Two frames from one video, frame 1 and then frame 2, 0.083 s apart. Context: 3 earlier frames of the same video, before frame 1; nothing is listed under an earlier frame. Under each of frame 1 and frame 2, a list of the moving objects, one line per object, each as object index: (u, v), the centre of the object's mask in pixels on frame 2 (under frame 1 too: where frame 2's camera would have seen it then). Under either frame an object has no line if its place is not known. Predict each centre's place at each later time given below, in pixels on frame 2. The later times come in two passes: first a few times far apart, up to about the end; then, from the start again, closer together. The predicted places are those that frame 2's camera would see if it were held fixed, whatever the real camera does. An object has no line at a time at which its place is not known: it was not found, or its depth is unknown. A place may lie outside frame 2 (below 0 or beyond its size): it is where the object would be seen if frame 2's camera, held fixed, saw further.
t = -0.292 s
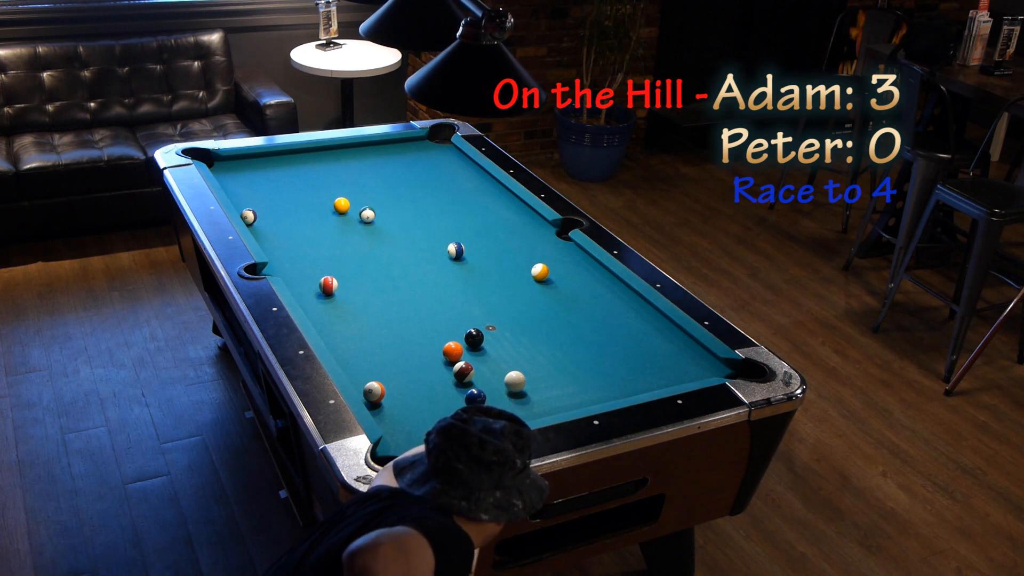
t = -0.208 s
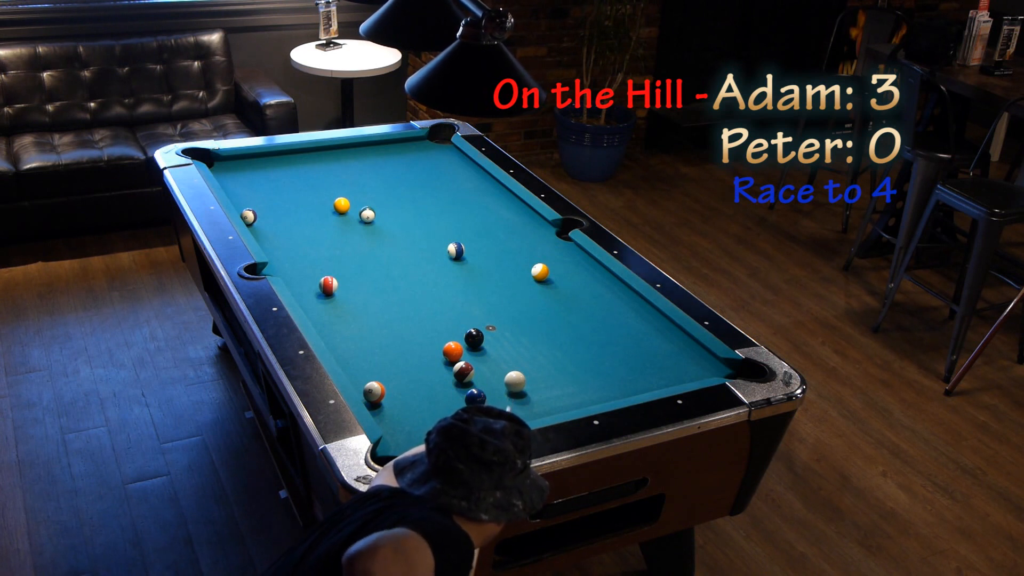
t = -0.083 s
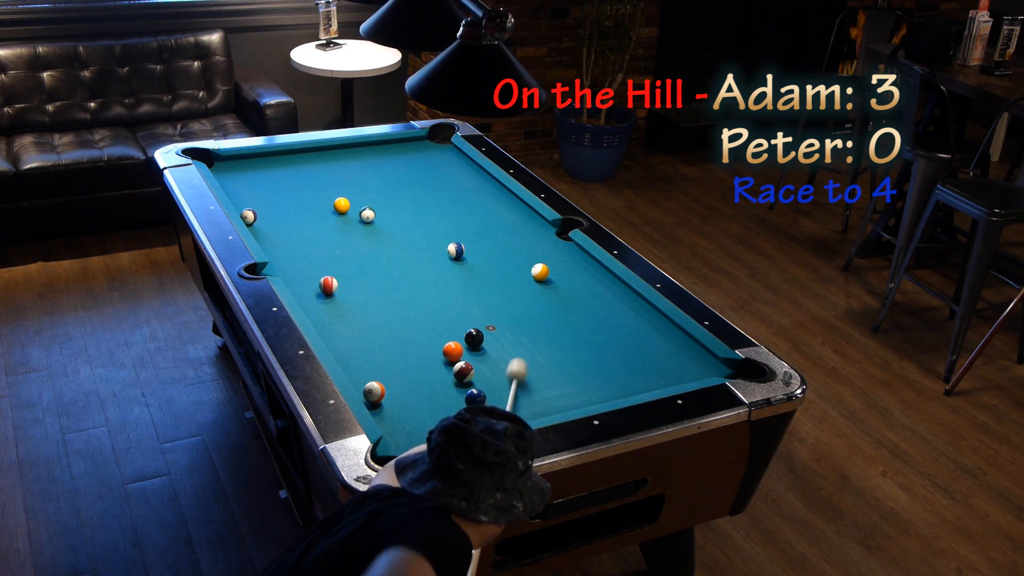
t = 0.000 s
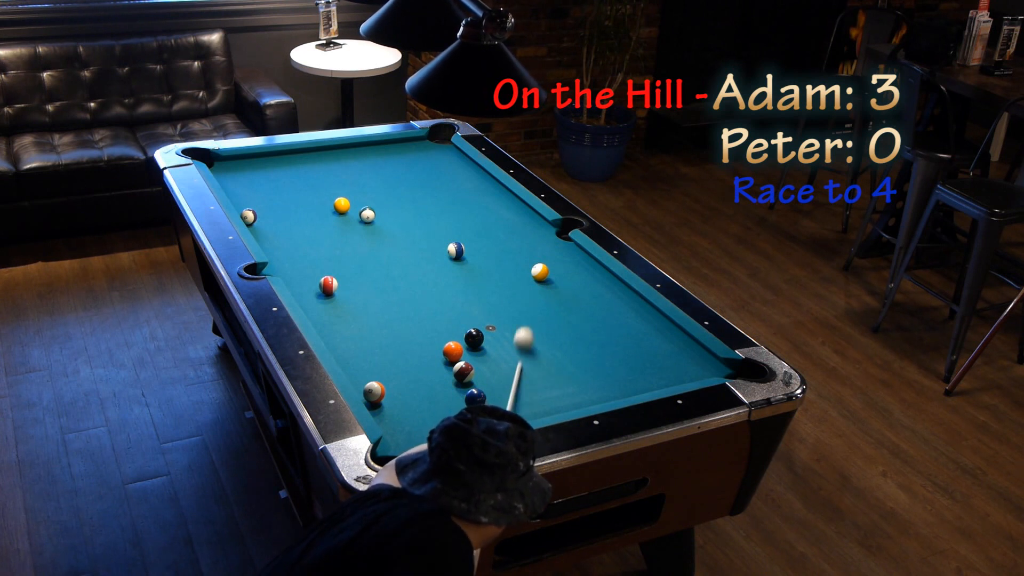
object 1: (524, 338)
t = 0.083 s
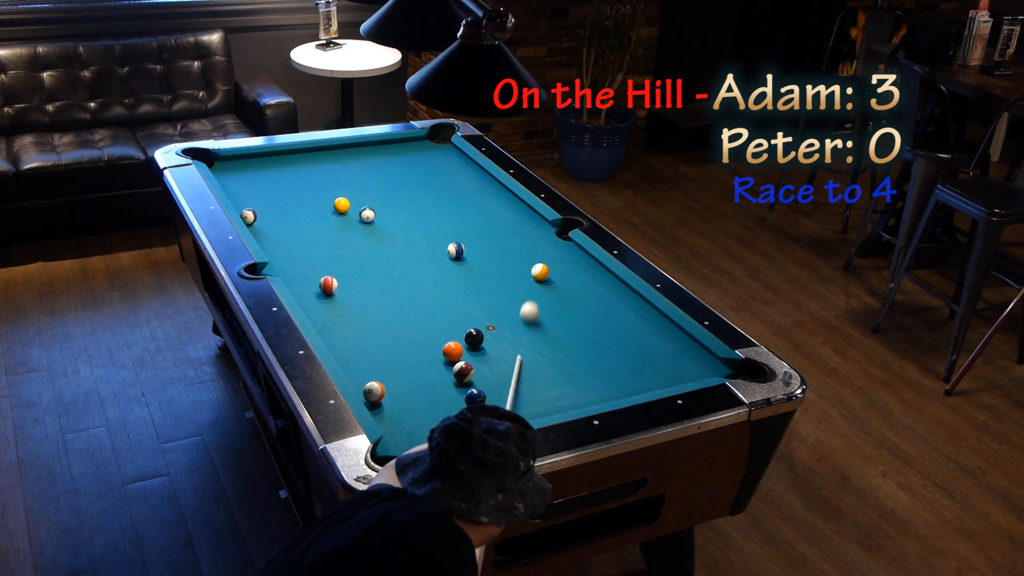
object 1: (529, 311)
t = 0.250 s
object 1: (535, 279)
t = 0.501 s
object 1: (529, 270)
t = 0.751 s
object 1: (524, 261)
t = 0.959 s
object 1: (520, 254)
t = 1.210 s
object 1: (516, 247)
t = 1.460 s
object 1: (513, 240)
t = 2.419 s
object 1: (504, 224)
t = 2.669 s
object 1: (503, 221)
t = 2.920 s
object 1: (501, 219)
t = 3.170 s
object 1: (501, 218)
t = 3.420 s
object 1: (501, 217)
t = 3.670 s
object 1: (501, 217)
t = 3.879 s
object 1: (501, 217)
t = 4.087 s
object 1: (501, 218)
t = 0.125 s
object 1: (532, 300)
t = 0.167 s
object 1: (534, 290)
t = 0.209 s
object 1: (536, 281)
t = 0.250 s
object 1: (535, 279)
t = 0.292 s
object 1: (534, 278)
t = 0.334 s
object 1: (533, 277)
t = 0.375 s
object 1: (532, 275)
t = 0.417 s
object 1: (531, 273)
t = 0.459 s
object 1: (530, 272)
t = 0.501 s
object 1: (529, 270)
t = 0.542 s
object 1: (528, 268)
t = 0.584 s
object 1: (527, 267)
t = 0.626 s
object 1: (526, 265)
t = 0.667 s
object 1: (525, 264)
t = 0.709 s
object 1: (525, 263)
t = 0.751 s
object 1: (524, 261)
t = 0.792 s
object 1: (523, 260)
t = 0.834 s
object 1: (522, 258)
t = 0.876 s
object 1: (522, 257)
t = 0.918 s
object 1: (521, 256)
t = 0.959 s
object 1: (520, 254)
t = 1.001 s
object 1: (520, 253)
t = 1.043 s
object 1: (519, 252)
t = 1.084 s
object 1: (518, 251)
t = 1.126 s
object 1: (518, 249)
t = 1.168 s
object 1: (517, 248)
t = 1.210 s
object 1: (516, 247)
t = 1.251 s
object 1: (516, 246)
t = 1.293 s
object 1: (515, 245)
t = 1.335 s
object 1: (515, 244)
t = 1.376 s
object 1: (514, 243)
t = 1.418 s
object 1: (514, 242)
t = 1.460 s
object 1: (513, 240)
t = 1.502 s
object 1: (514, 237)
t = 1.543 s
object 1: (515, 234)
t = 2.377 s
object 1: (503, 223)
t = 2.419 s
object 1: (504, 224)
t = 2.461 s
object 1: (504, 223)
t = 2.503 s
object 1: (503, 223)
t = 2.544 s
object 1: (503, 222)
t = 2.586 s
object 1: (503, 222)
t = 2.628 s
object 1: (503, 221)
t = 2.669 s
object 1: (503, 221)
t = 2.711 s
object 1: (502, 220)
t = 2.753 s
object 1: (502, 220)
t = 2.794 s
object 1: (502, 220)
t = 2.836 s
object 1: (502, 219)
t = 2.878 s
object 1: (502, 219)
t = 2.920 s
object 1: (501, 219)
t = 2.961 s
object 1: (501, 219)
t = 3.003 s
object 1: (501, 218)
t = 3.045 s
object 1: (501, 218)
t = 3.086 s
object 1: (501, 218)
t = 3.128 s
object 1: (501, 218)
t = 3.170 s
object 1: (501, 218)
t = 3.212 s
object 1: (501, 218)
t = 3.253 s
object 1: (501, 218)
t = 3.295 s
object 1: (501, 217)
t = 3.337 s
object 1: (501, 217)
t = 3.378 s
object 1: (501, 217)
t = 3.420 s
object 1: (501, 217)
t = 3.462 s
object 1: (501, 217)
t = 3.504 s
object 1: (501, 217)
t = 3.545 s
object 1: (501, 217)
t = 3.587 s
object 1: (501, 217)
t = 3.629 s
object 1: (501, 217)
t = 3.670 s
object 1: (501, 217)
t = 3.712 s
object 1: (501, 218)
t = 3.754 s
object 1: (501, 217)
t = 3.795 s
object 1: (501, 217)
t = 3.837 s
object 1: (501, 217)
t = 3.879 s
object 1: (501, 217)
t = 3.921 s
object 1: (501, 217)
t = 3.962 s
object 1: (501, 217)
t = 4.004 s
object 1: (501, 218)
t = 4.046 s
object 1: (501, 217)
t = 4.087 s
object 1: (501, 218)
